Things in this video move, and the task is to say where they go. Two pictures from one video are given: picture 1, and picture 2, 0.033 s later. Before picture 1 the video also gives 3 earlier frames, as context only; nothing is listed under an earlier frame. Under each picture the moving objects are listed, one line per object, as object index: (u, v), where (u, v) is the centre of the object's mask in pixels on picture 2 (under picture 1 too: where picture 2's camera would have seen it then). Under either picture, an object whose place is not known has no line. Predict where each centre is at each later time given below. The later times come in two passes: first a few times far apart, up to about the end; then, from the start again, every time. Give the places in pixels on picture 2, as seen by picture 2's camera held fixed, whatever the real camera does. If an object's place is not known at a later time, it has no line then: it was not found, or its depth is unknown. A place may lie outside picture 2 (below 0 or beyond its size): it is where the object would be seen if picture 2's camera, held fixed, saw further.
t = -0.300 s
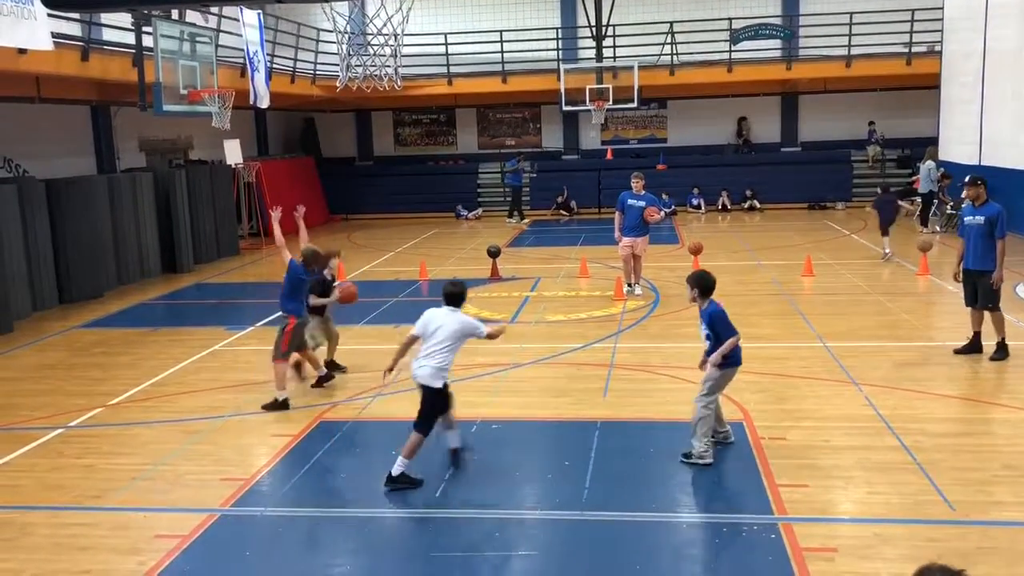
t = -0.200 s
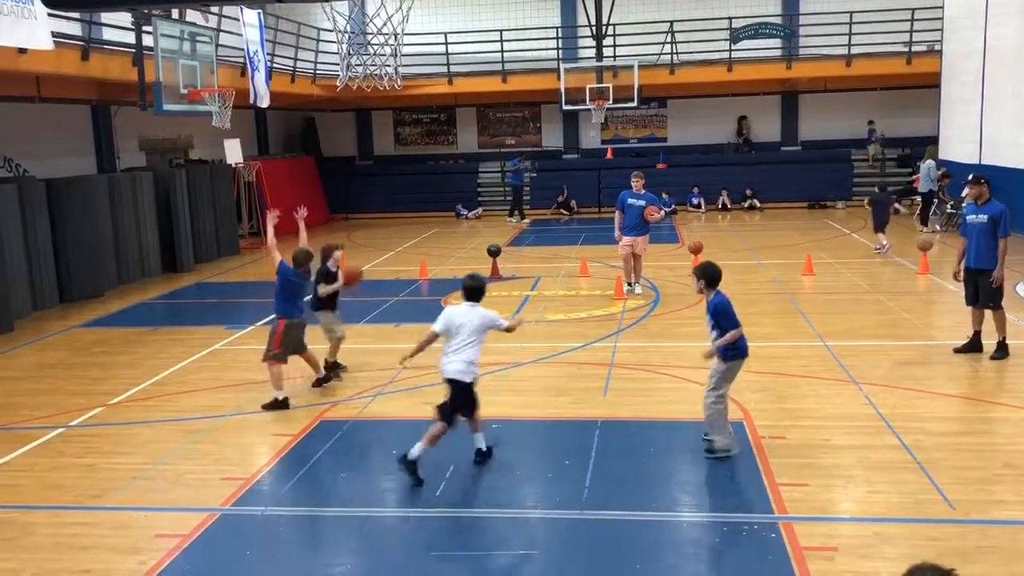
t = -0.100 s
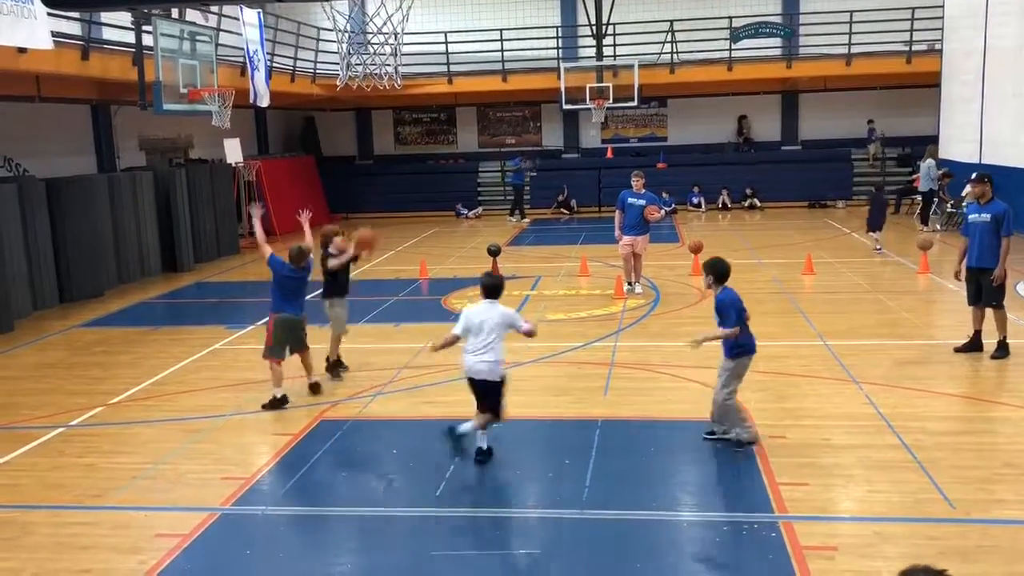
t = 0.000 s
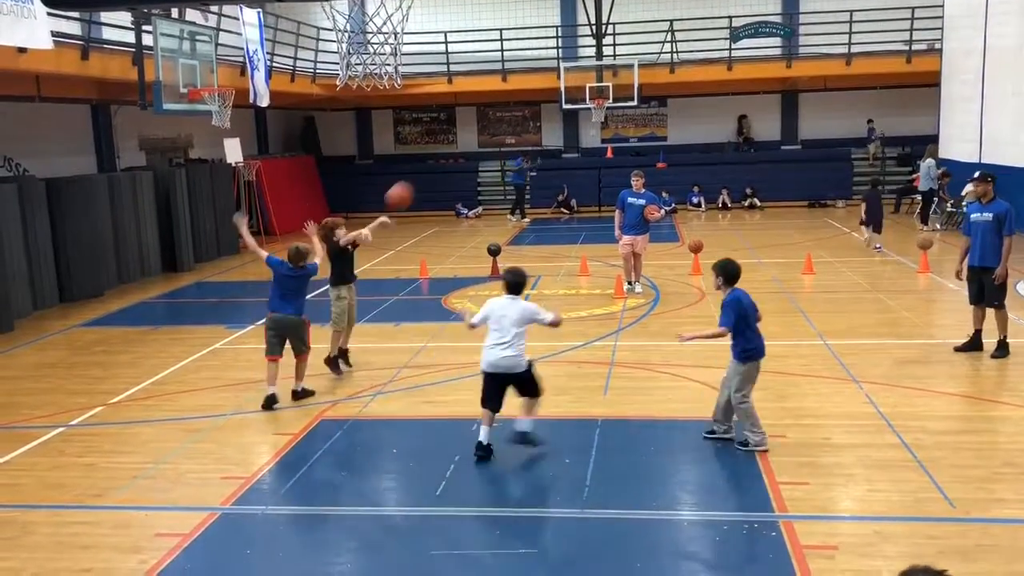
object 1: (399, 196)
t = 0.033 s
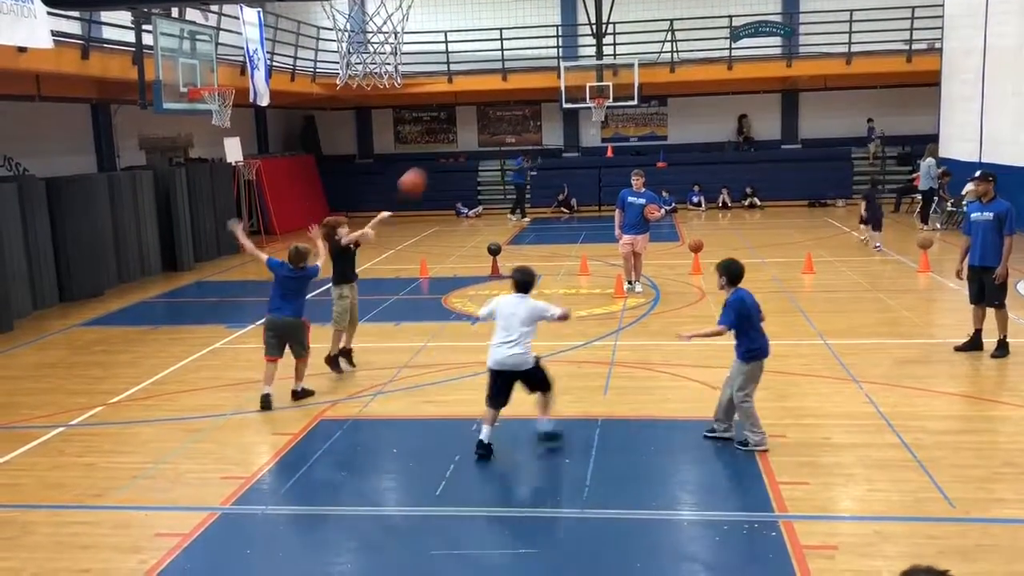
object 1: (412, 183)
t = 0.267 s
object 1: (512, 120)
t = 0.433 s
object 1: (595, 109)
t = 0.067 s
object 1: (425, 172)
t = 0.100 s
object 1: (438, 162)
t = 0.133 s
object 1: (452, 152)
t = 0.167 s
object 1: (468, 141)
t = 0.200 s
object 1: (483, 132)
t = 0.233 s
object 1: (496, 126)
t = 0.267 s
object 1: (512, 120)
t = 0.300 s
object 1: (527, 115)
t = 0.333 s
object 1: (543, 112)
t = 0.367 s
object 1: (561, 108)
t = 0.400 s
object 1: (577, 108)
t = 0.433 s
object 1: (595, 109)
